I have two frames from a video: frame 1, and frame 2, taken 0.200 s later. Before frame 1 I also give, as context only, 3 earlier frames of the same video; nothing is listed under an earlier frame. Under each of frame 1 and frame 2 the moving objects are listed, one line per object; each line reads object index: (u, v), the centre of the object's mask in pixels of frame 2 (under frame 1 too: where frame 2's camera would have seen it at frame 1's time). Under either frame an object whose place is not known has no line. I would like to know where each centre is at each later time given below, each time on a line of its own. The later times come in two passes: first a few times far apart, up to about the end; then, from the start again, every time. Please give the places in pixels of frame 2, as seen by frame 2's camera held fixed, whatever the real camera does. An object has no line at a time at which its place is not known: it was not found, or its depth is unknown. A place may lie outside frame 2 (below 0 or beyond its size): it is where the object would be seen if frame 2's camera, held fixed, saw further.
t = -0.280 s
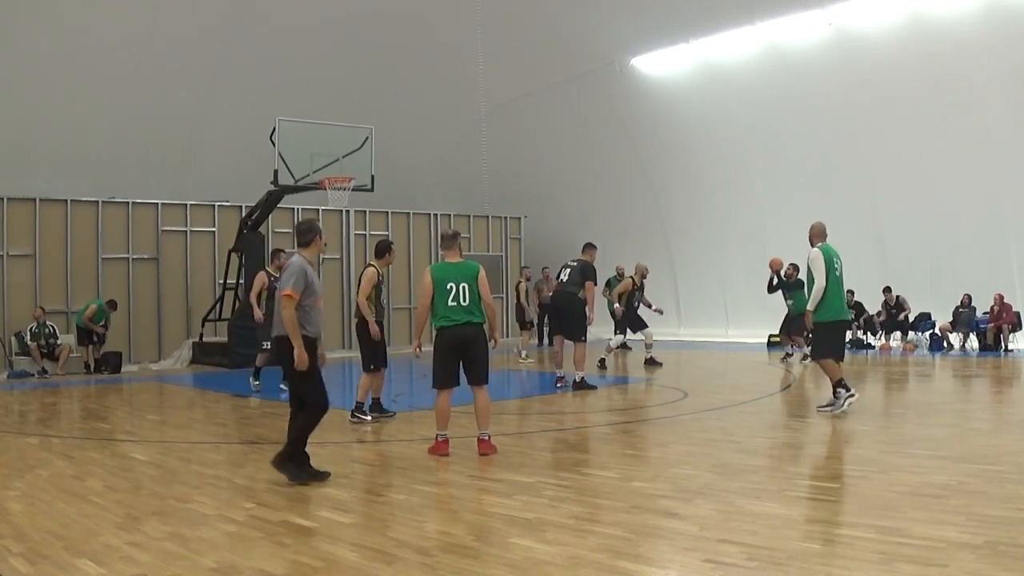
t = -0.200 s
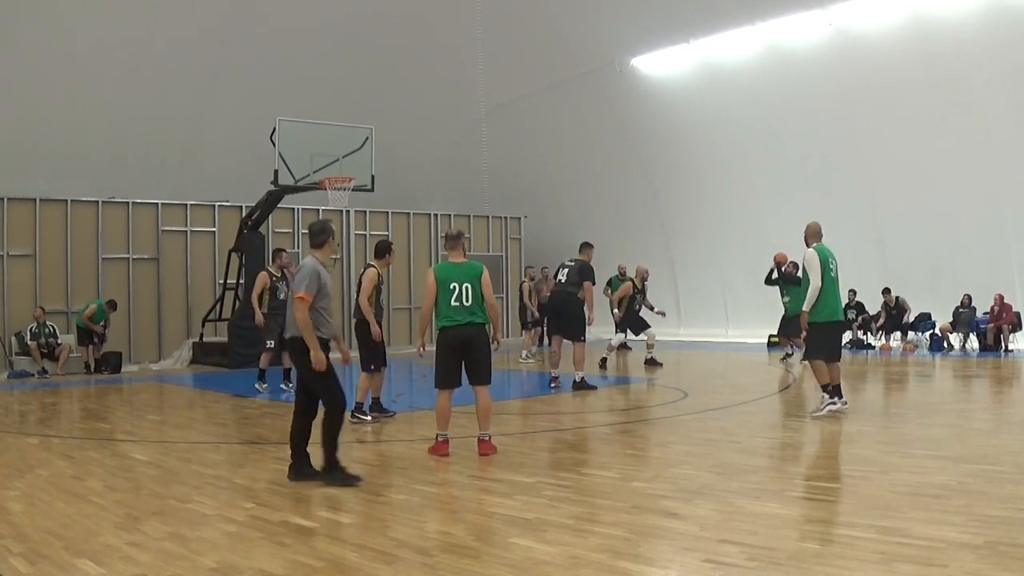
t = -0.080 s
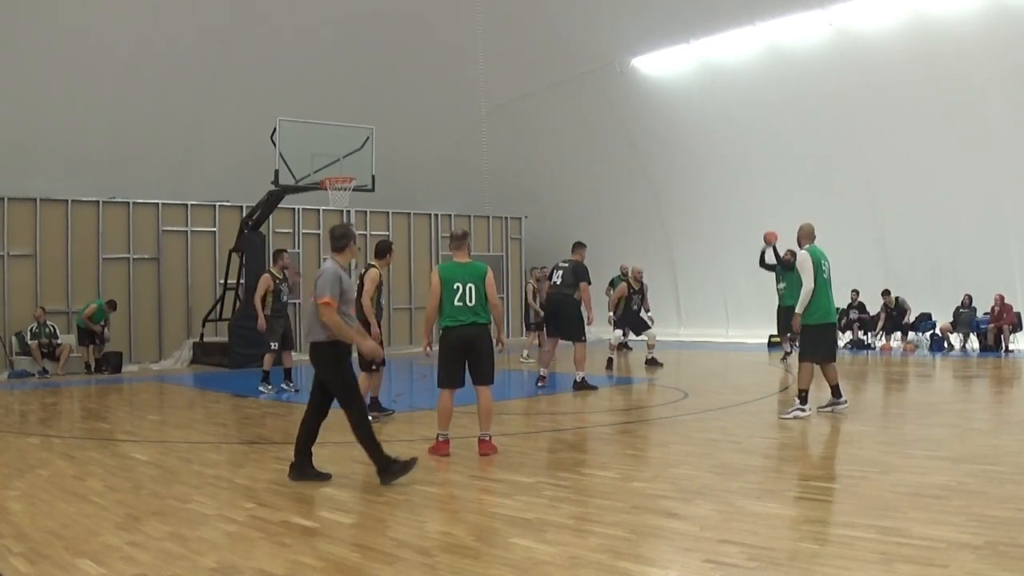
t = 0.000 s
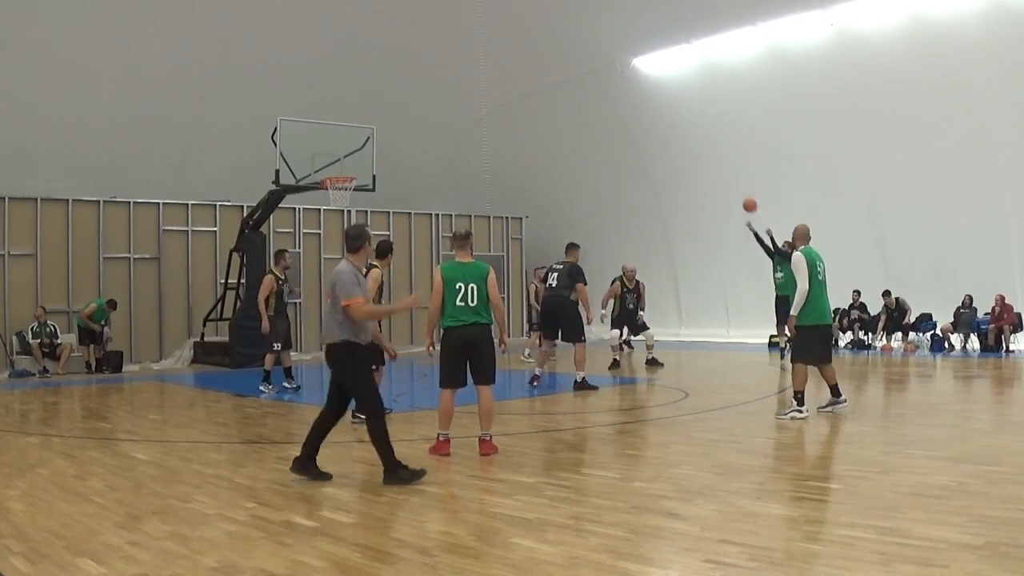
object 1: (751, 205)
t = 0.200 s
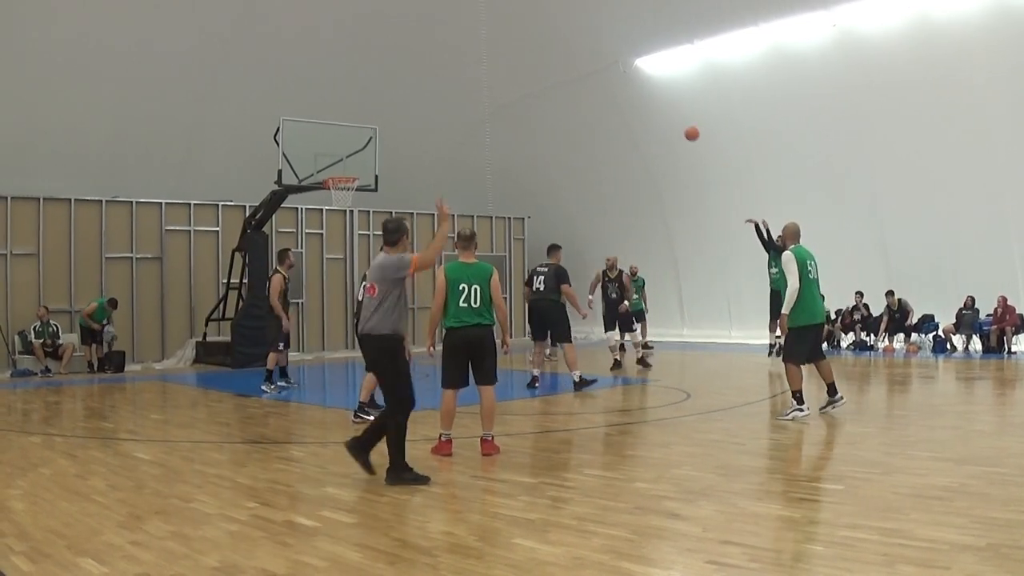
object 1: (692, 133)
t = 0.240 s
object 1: (680, 122)
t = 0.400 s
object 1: (631, 85)
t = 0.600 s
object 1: (571, 61)
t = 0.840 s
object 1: (499, 64)
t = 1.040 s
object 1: (440, 94)
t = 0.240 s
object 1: (680, 122)
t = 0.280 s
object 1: (667, 112)
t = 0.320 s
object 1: (655, 102)
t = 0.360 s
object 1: (643, 93)
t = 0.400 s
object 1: (631, 85)
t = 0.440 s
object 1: (619, 78)
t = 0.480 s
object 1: (607, 73)
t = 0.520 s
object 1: (595, 68)
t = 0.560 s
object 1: (583, 64)
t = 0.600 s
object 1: (571, 61)
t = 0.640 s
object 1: (559, 58)
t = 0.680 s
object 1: (547, 58)
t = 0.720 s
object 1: (535, 58)
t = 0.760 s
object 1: (523, 58)
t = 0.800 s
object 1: (511, 61)
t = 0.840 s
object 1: (499, 64)
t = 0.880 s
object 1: (487, 67)
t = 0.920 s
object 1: (475, 72)
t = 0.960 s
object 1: (463, 79)
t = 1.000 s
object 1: (451, 85)
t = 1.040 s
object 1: (440, 94)
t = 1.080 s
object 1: (428, 103)
